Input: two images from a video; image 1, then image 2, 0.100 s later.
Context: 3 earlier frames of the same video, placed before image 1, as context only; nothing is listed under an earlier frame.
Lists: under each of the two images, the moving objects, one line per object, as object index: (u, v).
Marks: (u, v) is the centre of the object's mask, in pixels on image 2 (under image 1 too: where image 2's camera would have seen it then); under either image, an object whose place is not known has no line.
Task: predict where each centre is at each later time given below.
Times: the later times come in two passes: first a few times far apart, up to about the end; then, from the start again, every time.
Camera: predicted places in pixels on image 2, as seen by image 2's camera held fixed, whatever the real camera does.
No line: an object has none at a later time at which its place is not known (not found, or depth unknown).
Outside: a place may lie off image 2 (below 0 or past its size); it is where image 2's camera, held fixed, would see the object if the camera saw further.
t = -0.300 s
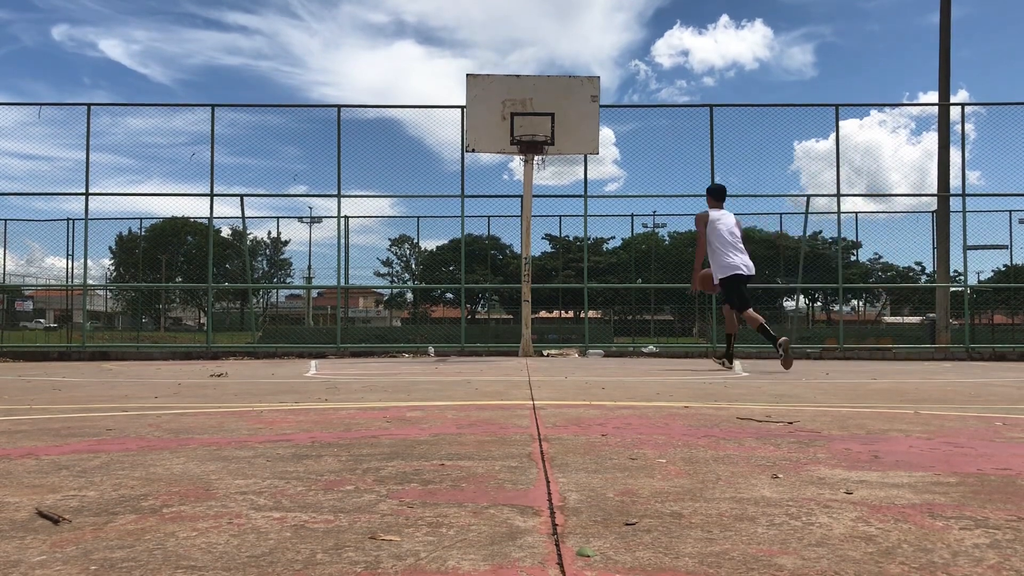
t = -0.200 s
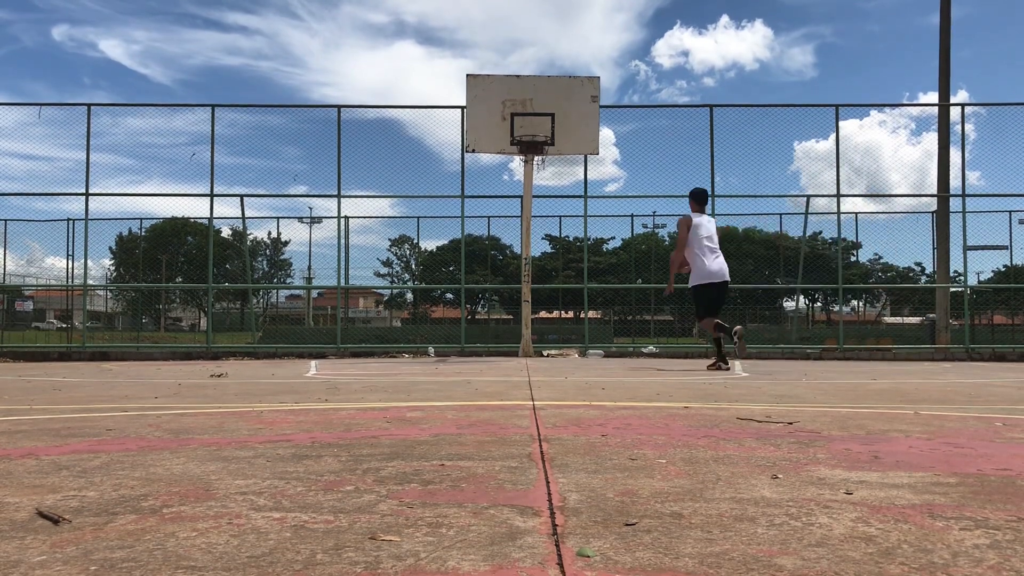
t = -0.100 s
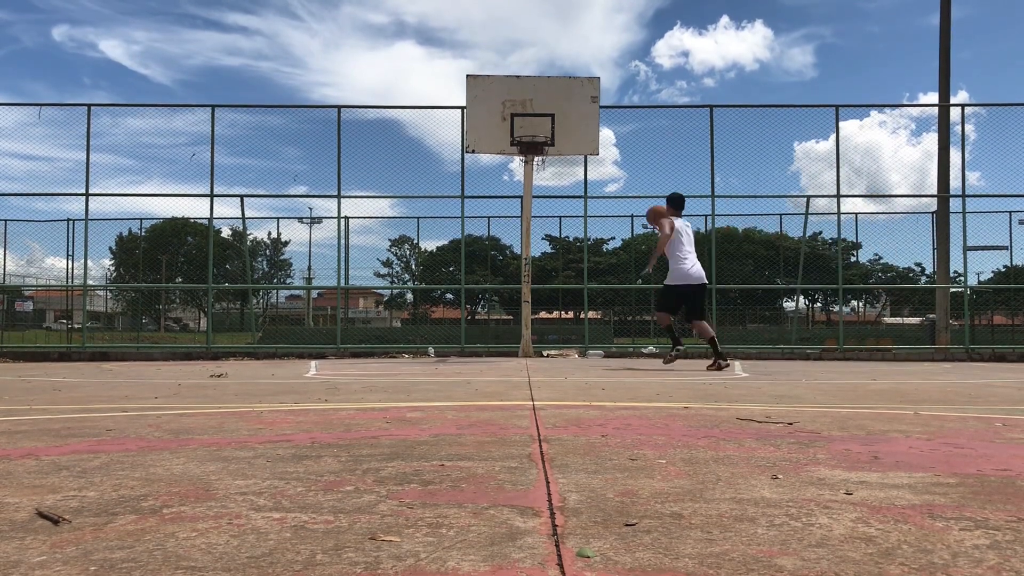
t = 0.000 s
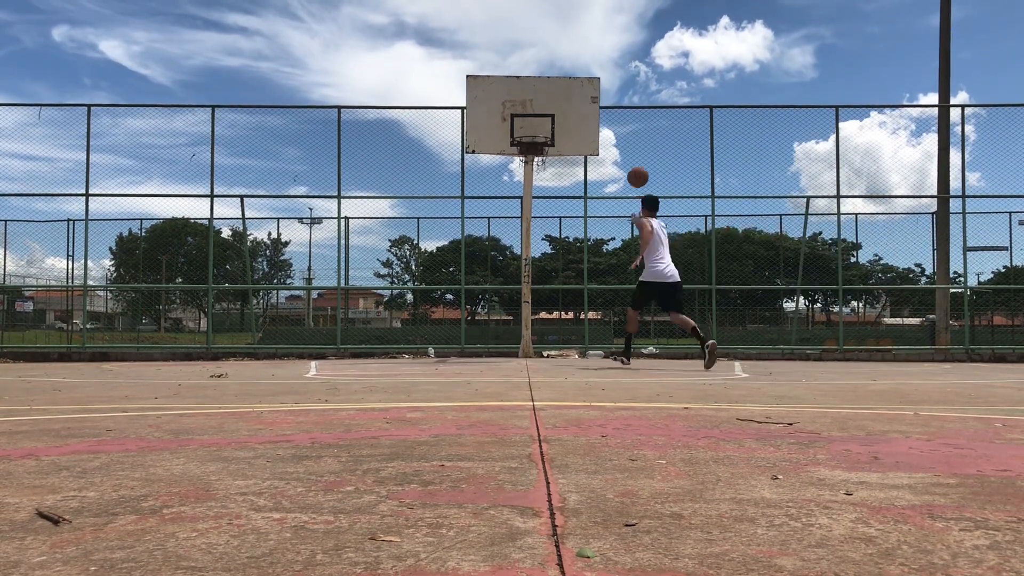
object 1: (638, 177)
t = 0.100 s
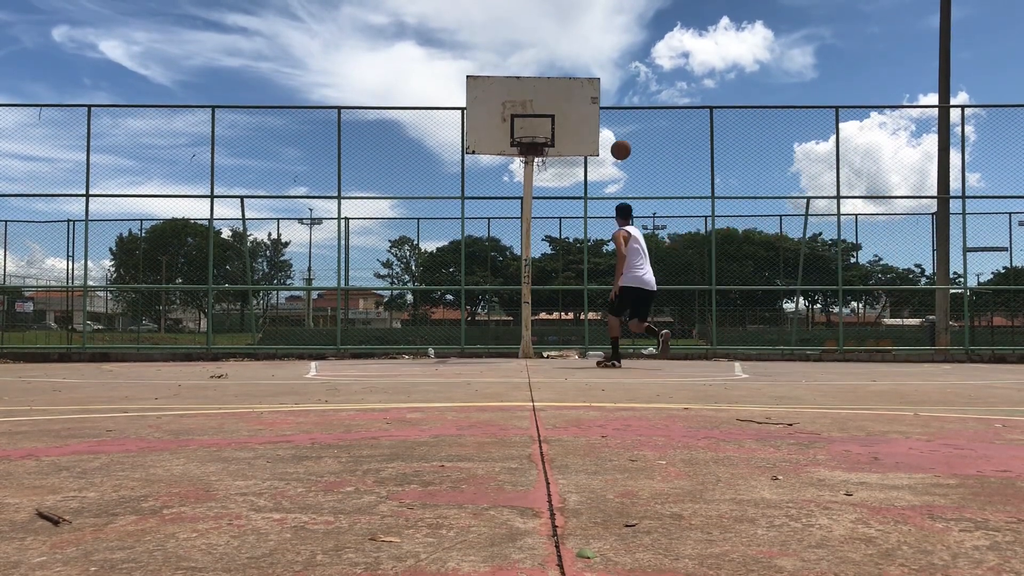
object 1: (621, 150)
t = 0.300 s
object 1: (591, 124)
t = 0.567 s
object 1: (570, 115)
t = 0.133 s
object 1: (615, 143)
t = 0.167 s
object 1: (610, 137)
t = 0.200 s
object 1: (605, 132)
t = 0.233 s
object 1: (600, 129)
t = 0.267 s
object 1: (596, 126)
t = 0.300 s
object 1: (591, 124)
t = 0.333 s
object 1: (587, 123)
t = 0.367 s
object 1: (582, 123)
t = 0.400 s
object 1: (578, 124)
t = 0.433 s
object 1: (575, 123)
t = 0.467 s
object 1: (574, 120)
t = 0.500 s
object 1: (573, 118)
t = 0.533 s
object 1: (571, 116)
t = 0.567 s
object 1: (570, 115)
